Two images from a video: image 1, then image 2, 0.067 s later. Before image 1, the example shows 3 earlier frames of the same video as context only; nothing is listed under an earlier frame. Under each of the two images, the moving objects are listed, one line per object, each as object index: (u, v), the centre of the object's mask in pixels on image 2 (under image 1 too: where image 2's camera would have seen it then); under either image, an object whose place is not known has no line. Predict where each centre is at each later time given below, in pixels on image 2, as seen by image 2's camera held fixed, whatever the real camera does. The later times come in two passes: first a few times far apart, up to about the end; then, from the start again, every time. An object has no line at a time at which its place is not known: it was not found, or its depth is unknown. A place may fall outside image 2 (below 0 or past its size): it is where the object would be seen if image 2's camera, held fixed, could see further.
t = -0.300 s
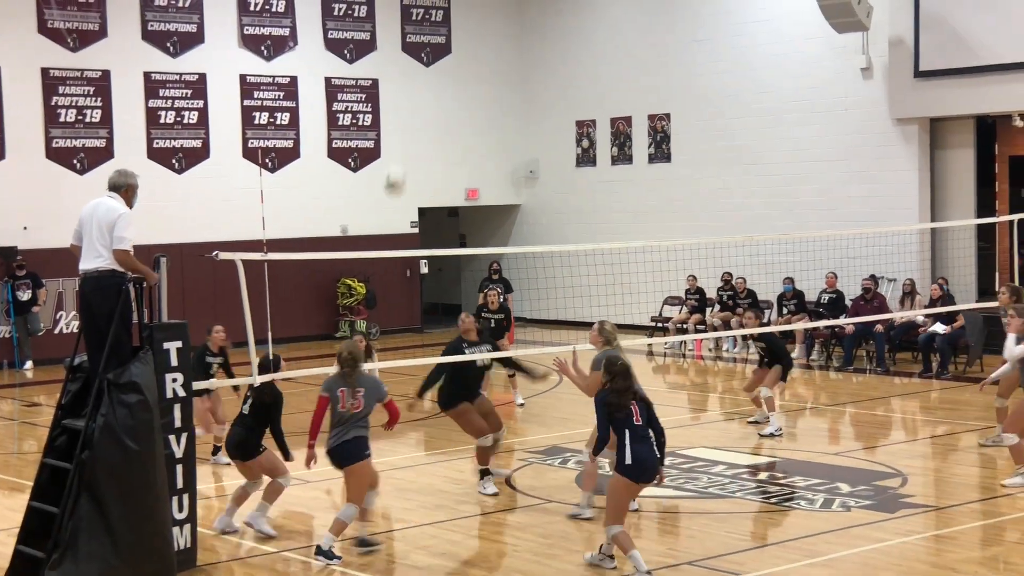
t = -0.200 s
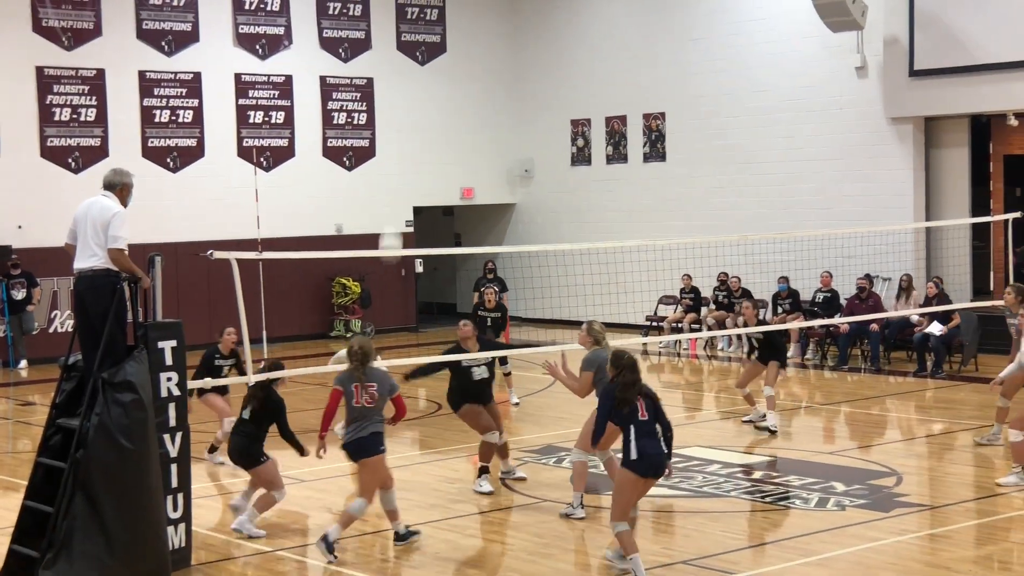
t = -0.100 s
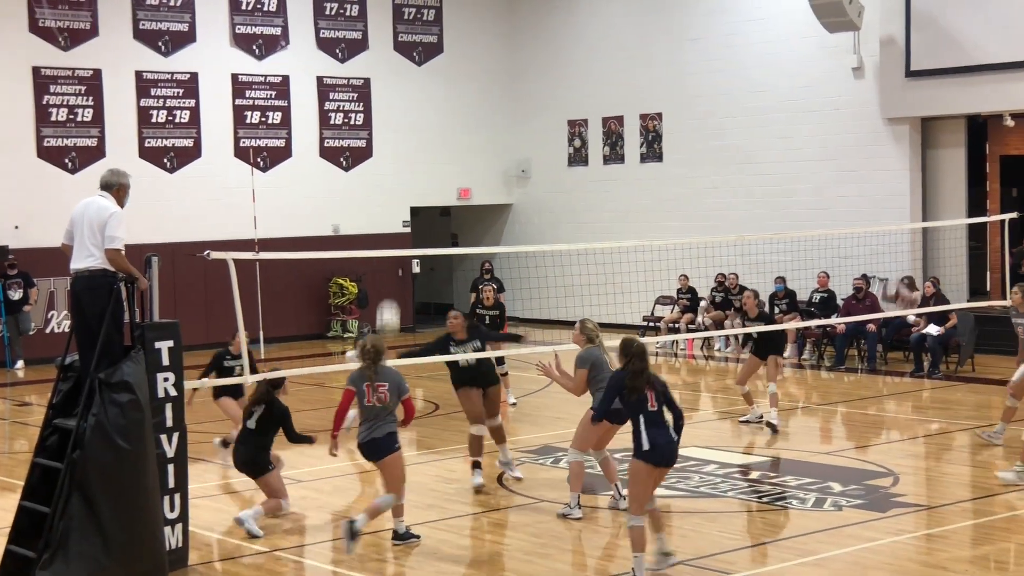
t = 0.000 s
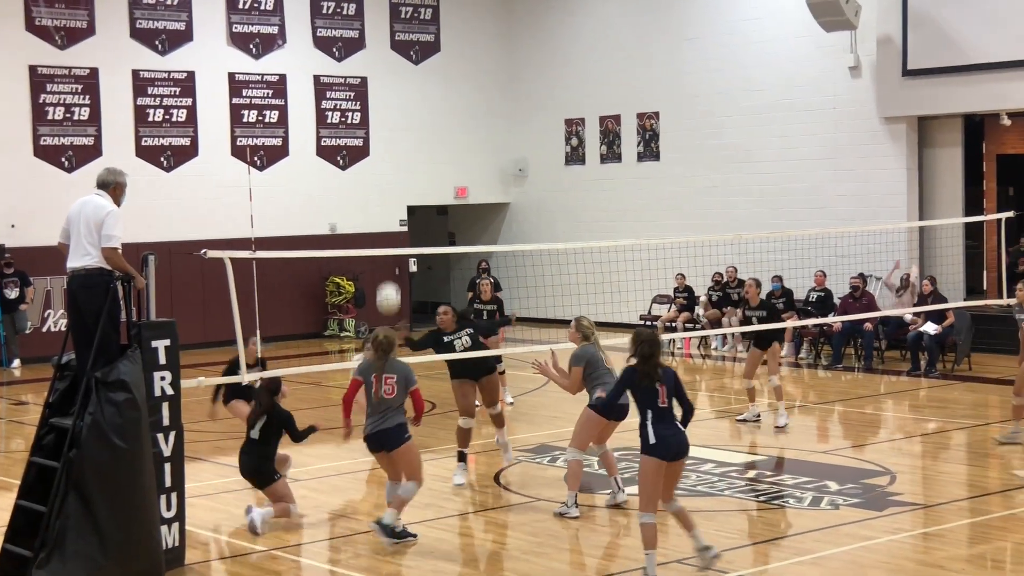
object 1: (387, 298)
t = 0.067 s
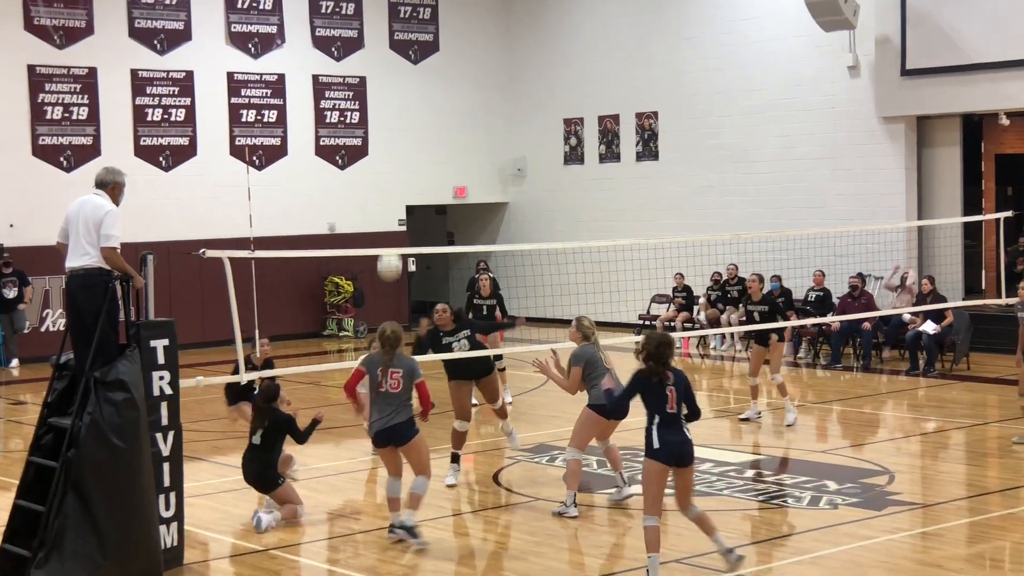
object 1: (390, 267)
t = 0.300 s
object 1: (399, 186)
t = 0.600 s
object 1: (412, 175)
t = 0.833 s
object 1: (426, 248)
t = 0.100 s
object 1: (391, 249)
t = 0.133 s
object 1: (392, 236)
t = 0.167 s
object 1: (395, 224)
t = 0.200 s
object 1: (396, 212)
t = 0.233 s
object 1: (396, 203)
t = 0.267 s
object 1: (398, 194)
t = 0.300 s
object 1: (399, 186)
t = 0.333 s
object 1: (401, 179)
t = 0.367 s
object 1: (402, 174)
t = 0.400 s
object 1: (403, 170)
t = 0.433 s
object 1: (405, 167)
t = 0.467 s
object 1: (406, 166)
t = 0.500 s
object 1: (408, 166)
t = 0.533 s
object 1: (409, 168)
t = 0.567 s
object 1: (410, 170)
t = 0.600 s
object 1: (412, 175)
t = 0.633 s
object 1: (414, 180)
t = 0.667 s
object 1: (416, 188)
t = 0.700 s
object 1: (418, 198)
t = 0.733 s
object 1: (420, 209)
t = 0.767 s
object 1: (422, 221)
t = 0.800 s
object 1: (424, 231)
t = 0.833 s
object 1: (426, 248)
